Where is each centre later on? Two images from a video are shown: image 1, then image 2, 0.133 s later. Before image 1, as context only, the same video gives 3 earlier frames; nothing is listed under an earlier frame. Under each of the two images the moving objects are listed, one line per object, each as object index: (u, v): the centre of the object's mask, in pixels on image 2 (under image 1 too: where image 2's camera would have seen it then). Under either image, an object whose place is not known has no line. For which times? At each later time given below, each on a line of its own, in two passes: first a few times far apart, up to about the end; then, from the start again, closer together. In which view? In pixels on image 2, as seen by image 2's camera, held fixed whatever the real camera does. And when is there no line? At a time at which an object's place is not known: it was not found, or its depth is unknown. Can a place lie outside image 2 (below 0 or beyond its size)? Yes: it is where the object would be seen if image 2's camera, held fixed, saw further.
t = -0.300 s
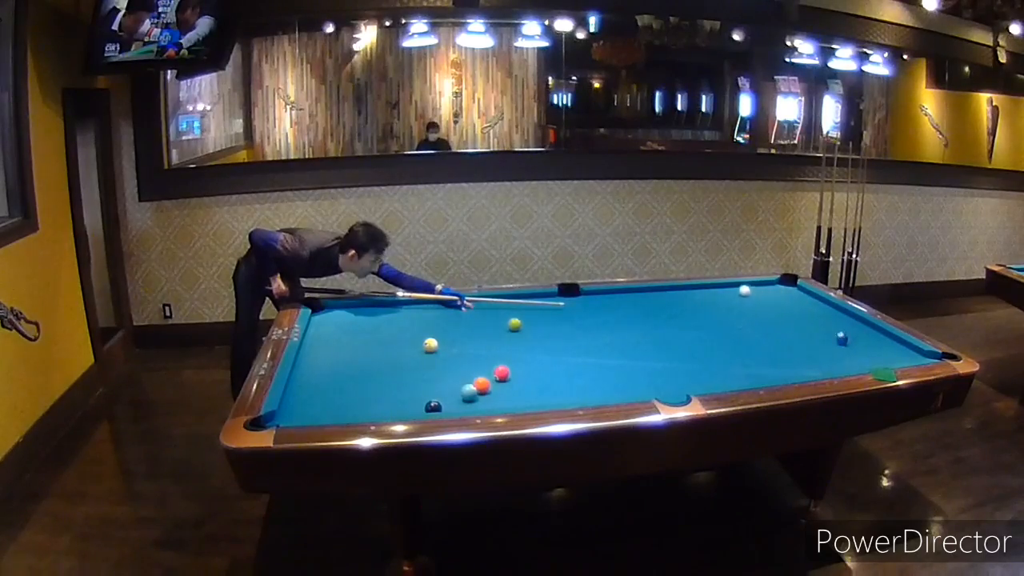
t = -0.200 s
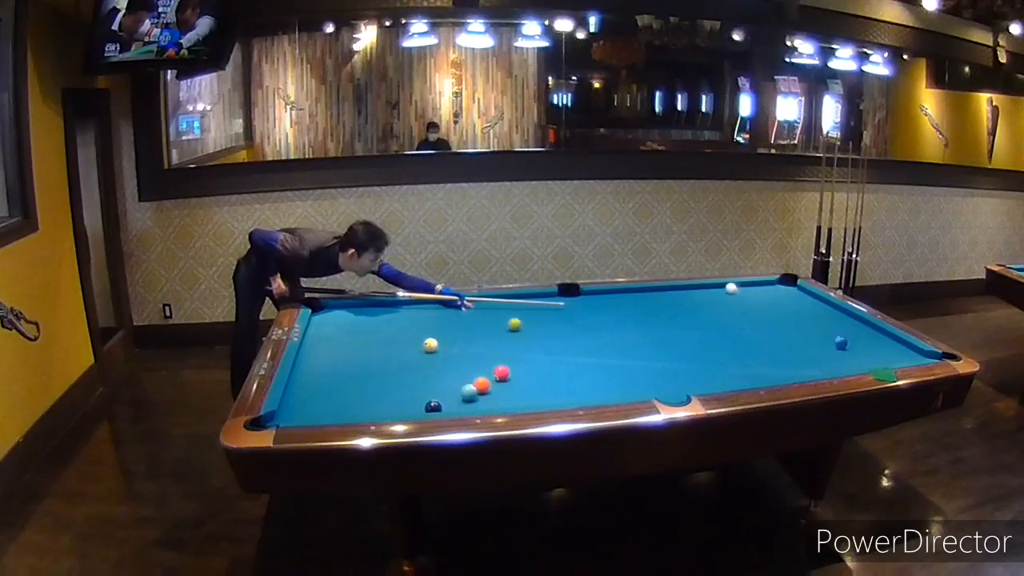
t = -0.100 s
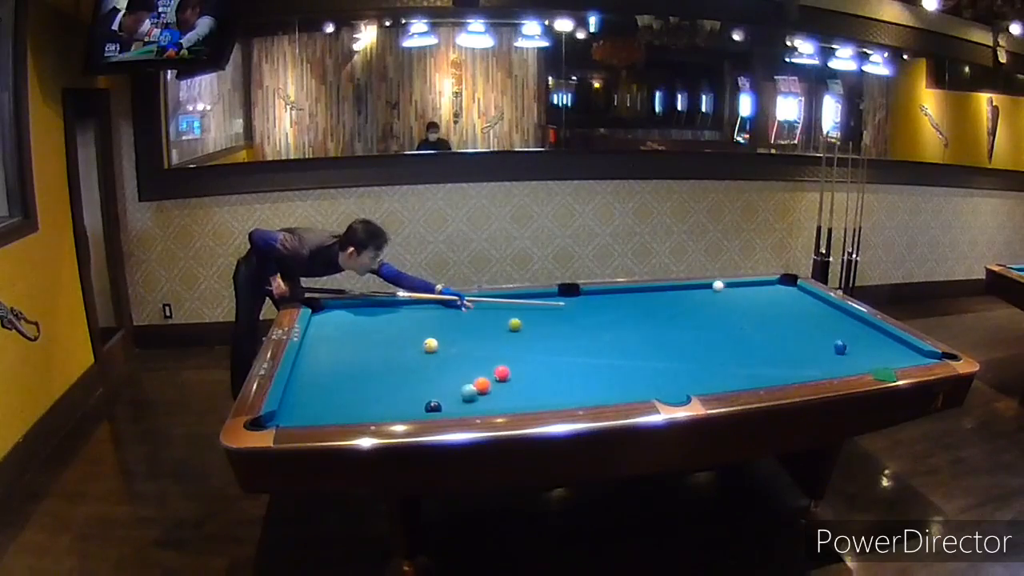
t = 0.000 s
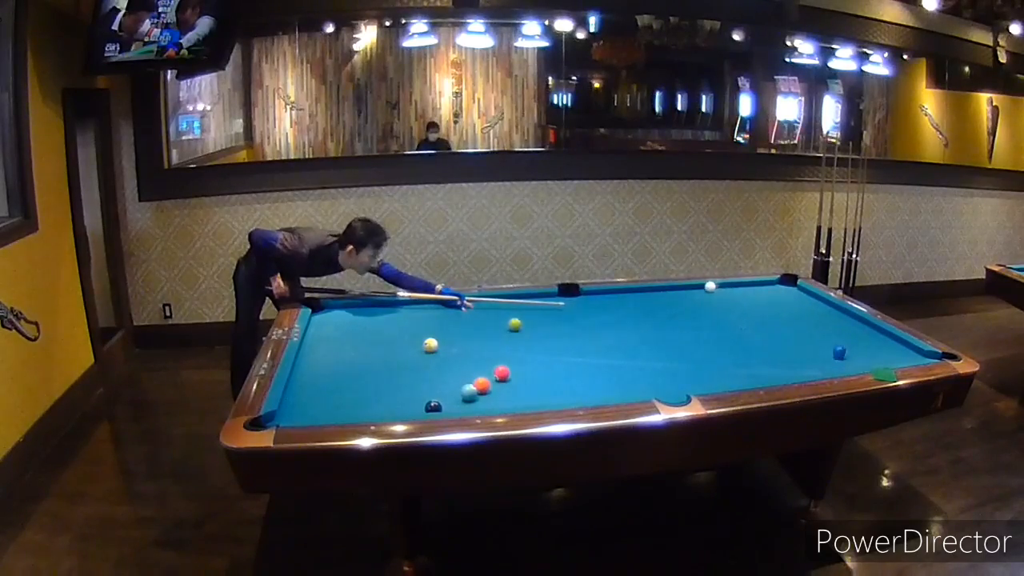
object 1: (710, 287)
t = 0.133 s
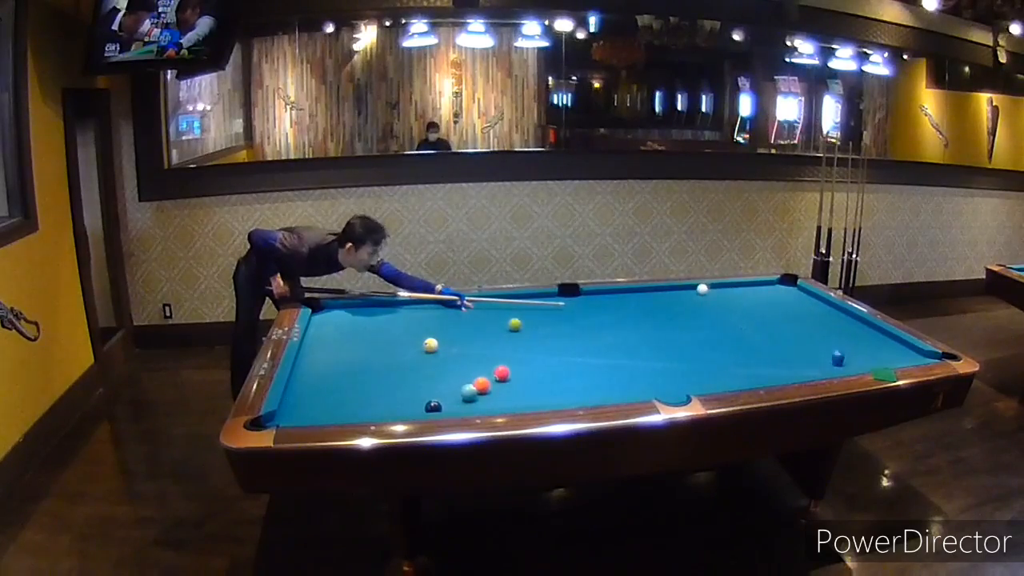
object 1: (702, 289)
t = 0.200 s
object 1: (698, 291)
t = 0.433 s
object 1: (683, 295)
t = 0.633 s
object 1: (670, 299)
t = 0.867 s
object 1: (654, 304)
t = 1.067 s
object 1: (641, 308)
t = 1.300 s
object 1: (625, 312)
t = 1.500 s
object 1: (611, 316)
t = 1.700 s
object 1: (597, 320)
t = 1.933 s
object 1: (581, 324)
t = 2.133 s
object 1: (567, 328)
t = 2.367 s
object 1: (551, 333)
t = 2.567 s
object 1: (537, 336)
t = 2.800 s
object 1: (522, 341)
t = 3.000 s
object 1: (509, 344)
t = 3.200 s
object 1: (496, 347)
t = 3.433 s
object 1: (481, 351)
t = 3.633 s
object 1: (469, 354)
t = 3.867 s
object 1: (456, 358)
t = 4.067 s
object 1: (445, 361)
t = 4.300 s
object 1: (433, 364)
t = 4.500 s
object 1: (423, 367)
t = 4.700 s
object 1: (415, 370)
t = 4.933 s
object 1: (405, 372)
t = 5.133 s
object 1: (397, 375)
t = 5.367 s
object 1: (389, 377)
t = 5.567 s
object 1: (383, 379)
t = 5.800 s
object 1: (376, 381)
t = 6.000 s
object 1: (372, 383)
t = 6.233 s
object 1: (367, 385)
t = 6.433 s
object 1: (363, 386)
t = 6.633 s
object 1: (360, 387)
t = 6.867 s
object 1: (358, 387)
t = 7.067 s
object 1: (356, 388)
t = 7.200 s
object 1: (351, 388)
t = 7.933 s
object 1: (353, 388)
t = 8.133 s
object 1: (355, 388)
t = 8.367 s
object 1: (355, 388)
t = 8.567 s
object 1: (354, 388)
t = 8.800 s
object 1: (354, 388)
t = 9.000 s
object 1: (354, 388)
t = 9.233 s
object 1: (354, 388)
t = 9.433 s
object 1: (354, 388)
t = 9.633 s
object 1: (355, 388)
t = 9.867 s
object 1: (355, 388)
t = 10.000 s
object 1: (355, 388)
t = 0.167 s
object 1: (700, 290)
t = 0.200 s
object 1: (698, 291)
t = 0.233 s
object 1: (696, 291)
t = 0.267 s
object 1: (694, 292)
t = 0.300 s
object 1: (691, 293)
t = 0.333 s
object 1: (689, 294)
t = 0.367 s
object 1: (687, 294)
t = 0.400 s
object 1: (685, 295)
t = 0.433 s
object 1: (683, 295)
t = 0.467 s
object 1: (681, 296)
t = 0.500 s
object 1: (679, 296)
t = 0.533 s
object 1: (677, 297)
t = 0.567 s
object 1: (674, 298)
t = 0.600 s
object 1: (672, 299)
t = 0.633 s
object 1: (670, 299)
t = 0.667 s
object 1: (668, 300)
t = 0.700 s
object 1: (665, 301)
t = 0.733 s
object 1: (663, 301)
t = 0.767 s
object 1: (661, 302)
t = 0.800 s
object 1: (659, 302)
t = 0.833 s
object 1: (657, 303)
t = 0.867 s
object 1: (654, 304)
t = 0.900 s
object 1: (652, 305)
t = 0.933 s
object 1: (650, 305)
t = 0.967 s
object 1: (648, 306)
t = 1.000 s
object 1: (645, 307)
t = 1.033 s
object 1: (643, 307)
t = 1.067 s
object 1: (641, 308)
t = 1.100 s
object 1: (639, 309)
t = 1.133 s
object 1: (636, 309)
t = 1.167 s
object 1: (634, 310)
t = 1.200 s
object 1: (632, 310)
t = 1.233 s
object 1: (629, 311)
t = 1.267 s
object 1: (627, 312)
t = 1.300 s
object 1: (625, 312)
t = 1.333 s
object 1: (622, 313)
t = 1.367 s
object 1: (620, 314)
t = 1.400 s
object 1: (618, 314)
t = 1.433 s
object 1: (616, 315)
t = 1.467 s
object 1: (613, 316)
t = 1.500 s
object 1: (611, 316)
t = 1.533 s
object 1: (609, 317)
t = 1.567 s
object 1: (606, 318)
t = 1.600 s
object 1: (604, 318)
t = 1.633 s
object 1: (602, 319)
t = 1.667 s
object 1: (599, 319)
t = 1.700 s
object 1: (597, 320)
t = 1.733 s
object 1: (595, 321)
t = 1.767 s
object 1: (592, 321)
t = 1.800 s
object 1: (590, 322)
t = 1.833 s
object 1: (588, 323)
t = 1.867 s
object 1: (586, 323)
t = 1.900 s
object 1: (583, 324)
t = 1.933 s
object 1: (581, 324)
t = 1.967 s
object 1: (579, 325)
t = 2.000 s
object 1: (576, 326)
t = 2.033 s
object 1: (574, 326)
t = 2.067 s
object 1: (572, 327)
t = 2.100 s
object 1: (569, 328)
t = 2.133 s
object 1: (567, 328)
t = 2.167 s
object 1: (565, 329)
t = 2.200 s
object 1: (562, 329)
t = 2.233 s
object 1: (560, 330)
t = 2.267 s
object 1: (558, 331)
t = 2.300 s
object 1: (555, 332)
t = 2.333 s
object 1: (553, 332)
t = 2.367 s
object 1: (551, 333)
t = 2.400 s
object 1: (549, 333)
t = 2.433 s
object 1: (546, 334)
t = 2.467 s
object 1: (544, 335)
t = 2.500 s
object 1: (542, 335)
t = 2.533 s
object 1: (540, 336)
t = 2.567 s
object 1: (537, 336)
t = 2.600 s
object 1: (535, 337)
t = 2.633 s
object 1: (533, 338)
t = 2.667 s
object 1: (531, 338)
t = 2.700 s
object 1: (529, 339)
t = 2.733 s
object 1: (526, 339)
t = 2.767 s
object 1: (524, 340)
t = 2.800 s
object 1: (522, 341)
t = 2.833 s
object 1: (520, 341)
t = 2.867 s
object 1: (518, 342)
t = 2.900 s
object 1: (515, 342)
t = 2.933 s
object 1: (513, 343)
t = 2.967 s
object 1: (511, 343)
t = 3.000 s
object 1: (509, 344)
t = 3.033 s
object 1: (507, 345)
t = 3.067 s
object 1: (504, 345)
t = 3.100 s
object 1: (502, 346)
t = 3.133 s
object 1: (500, 346)
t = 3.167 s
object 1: (498, 347)
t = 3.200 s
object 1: (496, 347)
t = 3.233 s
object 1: (494, 348)
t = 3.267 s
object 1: (492, 349)
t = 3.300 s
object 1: (490, 349)
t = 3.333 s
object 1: (488, 350)
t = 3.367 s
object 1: (486, 350)
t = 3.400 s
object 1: (484, 351)
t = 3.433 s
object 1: (481, 351)
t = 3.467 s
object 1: (479, 352)
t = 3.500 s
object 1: (477, 352)
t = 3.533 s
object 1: (476, 353)
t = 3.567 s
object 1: (474, 353)
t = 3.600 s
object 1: (471, 354)
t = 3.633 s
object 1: (469, 354)
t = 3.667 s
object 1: (468, 355)
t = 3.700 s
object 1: (466, 355)
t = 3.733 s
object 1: (464, 356)
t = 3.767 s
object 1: (462, 356)
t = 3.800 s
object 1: (460, 357)
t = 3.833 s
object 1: (458, 358)
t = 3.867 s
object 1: (456, 358)
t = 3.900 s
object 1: (454, 359)
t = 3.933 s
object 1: (452, 359)
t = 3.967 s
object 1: (451, 359)
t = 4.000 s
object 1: (449, 360)
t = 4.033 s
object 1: (447, 360)
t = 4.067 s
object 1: (445, 361)
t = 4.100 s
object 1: (444, 361)
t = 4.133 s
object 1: (442, 362)
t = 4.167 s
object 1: (440, 362)
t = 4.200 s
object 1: (438, 363)
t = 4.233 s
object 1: (437, 363)
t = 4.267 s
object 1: (435, 364)
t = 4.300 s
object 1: (433, 364)
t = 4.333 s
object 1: (432, 365)
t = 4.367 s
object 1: (430, 365)
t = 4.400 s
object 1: (428, 366)
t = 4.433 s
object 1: (427, 366)
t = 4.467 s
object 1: (425, 367)
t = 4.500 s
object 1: (423, 367)
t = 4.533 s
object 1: (422, 367)
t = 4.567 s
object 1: (420, 368)
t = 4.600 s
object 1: (419, 368)
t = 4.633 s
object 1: (417, 369)
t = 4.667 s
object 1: (416, 369)
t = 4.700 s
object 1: (415, 370)
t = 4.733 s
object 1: (413, 370)
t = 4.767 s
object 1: (412, 370)
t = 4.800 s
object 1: (410, 371)
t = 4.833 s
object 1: (409, 371)
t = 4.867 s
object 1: (407, 371)
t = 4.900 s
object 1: (406, 372)
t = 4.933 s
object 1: (405, 372)
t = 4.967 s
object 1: (403, 373)
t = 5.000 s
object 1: (402, 373)
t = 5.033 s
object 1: (401, 374)
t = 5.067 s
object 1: (399, 374)
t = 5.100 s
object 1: (398, 374)
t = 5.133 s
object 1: (397, 375)
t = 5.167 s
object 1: (396, 375)
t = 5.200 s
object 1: (395, 375)
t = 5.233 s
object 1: (394, 376)
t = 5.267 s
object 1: (393, 376)
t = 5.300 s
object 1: (391, 376)
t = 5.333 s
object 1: (390, 377)
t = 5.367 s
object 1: (389, 377)
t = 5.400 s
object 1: (388, 378)
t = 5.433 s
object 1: (387, 378)
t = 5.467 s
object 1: (386, 378)
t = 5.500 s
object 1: (385, 379)
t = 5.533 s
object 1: (384, 379)
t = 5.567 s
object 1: (383, 379)
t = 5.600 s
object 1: (382, 380)
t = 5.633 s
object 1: (381, 380)
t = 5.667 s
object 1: (380, 380)
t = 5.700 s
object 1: (379, 381)
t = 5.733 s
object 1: (378, 381)
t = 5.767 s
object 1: (377, 381)
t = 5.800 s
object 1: (376, 381)
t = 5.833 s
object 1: (376, 382)
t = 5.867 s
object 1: (375, 382)
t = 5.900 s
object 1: (374, 382)
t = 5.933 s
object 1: (373, 383)
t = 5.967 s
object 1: (373, 383)
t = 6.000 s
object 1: (372, 383)
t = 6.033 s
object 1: (371, 384)
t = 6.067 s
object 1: (370, 384)
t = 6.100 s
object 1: (370, 384)
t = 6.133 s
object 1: (369, 384)
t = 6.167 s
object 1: (368, 384)
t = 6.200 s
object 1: (368, 385)
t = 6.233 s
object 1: (367, 385)
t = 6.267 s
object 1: (366, 385)
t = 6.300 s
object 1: (366, 385)
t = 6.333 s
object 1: (365, 386)
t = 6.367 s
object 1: (365, 386)
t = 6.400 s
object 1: (364, 386)
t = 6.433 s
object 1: (363, 386)
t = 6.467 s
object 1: (363, 386)
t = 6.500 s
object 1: (362, 386)
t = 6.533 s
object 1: (362, 387)
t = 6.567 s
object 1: (361, 387)
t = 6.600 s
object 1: (361, 387)
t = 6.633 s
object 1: (360, 387)
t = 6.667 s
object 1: (360, 387)
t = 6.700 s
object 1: (360, 387)
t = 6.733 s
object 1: (359, 387)
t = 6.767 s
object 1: (359, 387)
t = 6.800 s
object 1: (358, 387)
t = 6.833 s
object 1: (358, 387)
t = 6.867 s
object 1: (358, 387)
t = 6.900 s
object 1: (357, 388)
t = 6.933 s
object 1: (357, 388)
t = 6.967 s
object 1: (357, 388)
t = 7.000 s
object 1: (356, 388)
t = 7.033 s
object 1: (356, 388)
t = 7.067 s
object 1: (356, 388)
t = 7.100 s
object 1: (356, 388)
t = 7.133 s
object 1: (356, 388)
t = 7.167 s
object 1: (355, 388)
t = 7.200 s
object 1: (351, 388)
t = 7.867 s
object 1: (355, 388)
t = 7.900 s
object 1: (355, 388)
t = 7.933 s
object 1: (353, 388)
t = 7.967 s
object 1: (355, 388)
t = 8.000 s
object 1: (355, 388)
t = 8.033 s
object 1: (355, 388)
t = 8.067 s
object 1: (355, 388)
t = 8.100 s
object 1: (355, 388)
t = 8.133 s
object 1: (355, 388)
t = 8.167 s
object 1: (355, 388)
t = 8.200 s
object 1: (355, 388)
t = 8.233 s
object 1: (355, 388)
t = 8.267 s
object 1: (355, 388)
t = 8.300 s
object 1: (355, 388)
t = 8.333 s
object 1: (355, 388)
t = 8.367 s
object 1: (355, 388)
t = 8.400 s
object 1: (355, 388)
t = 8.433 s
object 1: (354, 389)
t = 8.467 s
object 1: (354, 389)
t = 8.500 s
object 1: (354, 388)
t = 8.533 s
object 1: (354, 388)
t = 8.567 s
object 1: (354, 388)
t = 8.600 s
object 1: (355, 388)
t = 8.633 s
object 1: (355, 388)
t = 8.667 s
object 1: (354, 388)
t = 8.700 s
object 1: (354, 388)
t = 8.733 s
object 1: (354, 388)
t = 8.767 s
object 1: (354, 389)
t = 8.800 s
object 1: (354, 388)
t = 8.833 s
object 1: (354, 388)
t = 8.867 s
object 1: (354, 388)
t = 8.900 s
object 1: (354, 388)
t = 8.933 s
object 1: (354, 388)
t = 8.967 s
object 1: (354, 388)
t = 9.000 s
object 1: (354, 388)
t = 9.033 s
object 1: (354, 388)
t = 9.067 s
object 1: (354, 388)
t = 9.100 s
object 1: (354, 388)
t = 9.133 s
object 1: (354, 388)
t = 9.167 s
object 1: (354, 388)
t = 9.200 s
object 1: (354, 388)
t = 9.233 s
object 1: (354, 388)
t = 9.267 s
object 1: (354, 388)
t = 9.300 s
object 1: (354, 388)
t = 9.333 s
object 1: (354, 388)
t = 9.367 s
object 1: (354, 388)
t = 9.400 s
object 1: (355, 388)
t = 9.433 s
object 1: (354, 388)
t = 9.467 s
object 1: (354, 388)
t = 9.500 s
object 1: (354, 388)
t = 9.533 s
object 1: (355, 389)
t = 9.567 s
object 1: (355, 388)
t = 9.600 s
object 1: (355, 388)
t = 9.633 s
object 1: (355, 388)
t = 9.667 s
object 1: (355, 388)
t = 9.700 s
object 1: (355, 388)
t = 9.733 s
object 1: (355, 388)
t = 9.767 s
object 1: (355, 388)
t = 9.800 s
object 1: (354, 388)
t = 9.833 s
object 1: (354, 388)
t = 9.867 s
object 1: (355, 388)
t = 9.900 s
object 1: (355, 388)
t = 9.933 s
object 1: (355, 388)
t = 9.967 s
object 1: (354, 388)
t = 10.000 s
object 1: (355, 388)
